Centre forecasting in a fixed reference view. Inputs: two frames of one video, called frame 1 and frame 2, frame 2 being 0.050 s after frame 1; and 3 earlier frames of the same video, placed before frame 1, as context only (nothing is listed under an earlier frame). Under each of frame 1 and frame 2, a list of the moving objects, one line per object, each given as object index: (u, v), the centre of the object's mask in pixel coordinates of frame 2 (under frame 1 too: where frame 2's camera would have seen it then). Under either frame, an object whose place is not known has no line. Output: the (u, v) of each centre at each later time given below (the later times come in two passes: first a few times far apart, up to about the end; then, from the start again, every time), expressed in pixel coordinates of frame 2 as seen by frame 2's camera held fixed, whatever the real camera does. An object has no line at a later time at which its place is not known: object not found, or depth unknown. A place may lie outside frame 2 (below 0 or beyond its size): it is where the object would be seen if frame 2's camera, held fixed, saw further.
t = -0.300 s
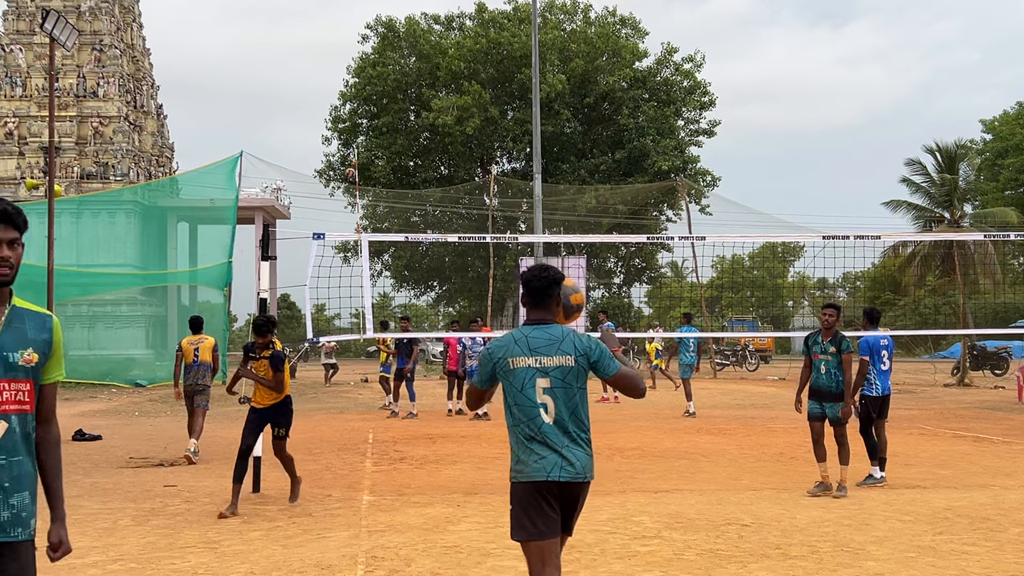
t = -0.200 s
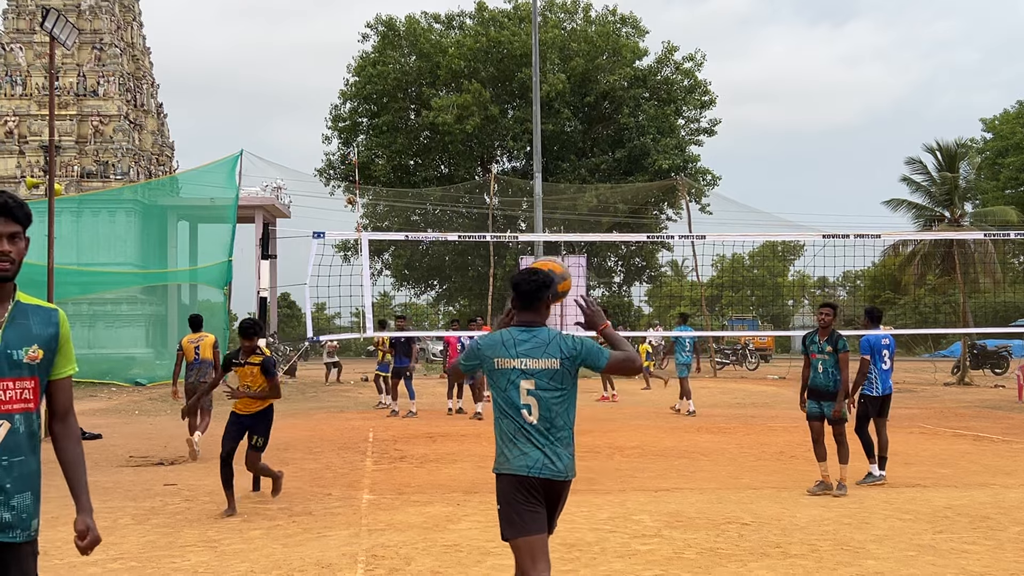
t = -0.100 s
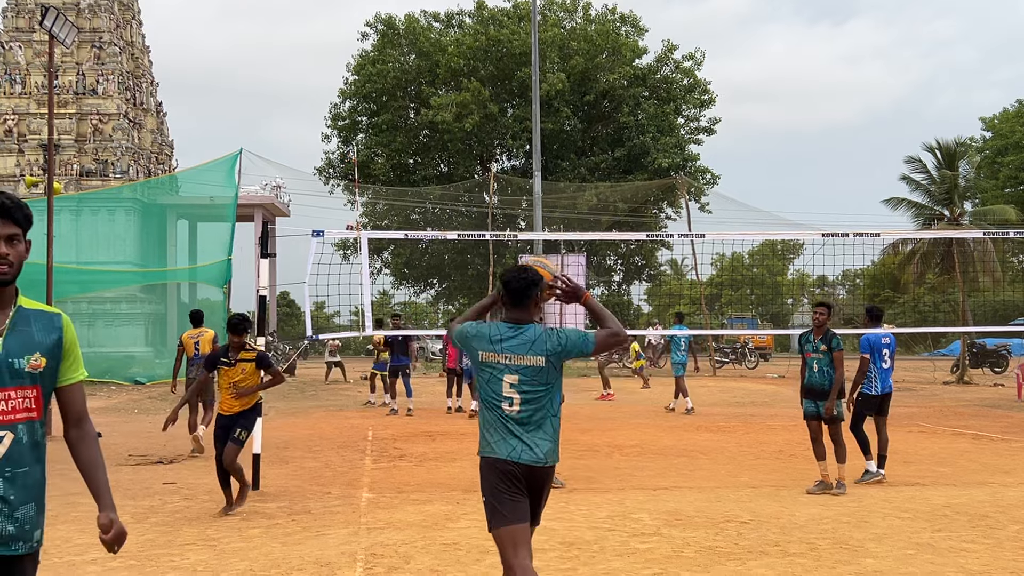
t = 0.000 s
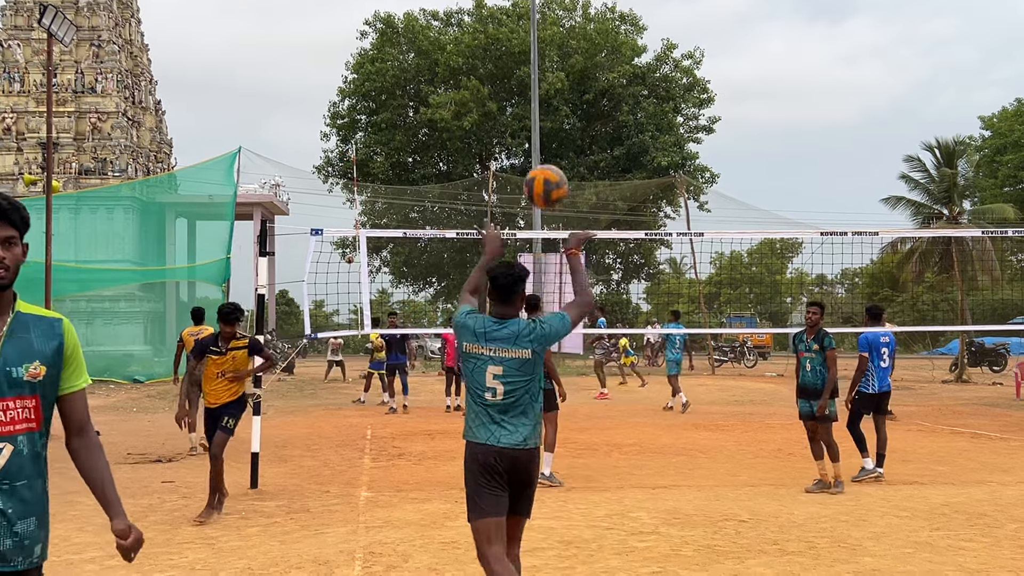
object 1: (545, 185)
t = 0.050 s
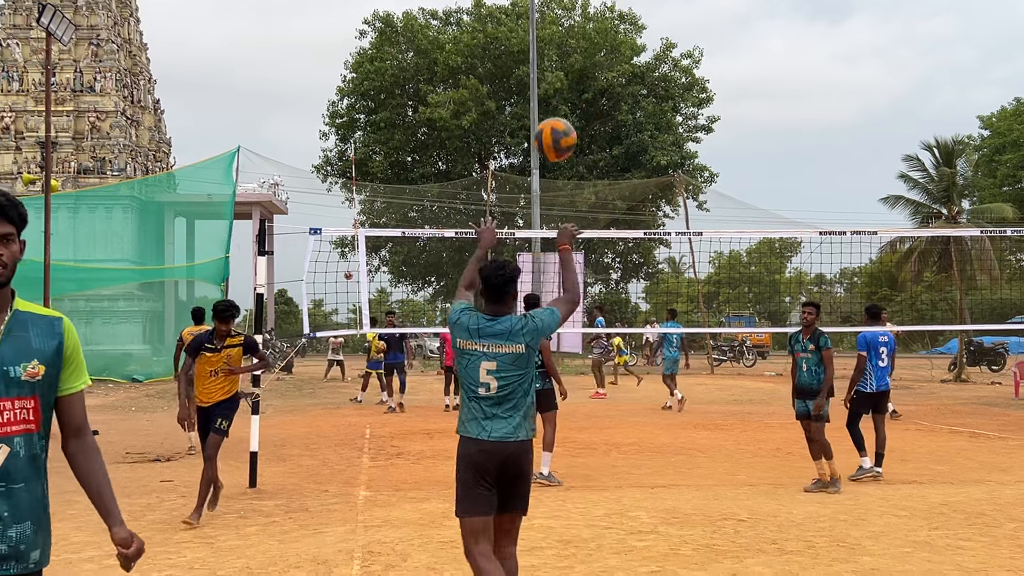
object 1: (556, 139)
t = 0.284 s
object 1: (588, 20)
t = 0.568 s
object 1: (610, 26)
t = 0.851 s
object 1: (623, 126)
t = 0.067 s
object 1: (559, 125)
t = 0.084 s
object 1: (562, 113)
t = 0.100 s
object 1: (564, 100)
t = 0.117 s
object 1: (567, 90)
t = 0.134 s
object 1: (569, 79)
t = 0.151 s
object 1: (572, 70)
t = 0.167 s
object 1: (575, 61)
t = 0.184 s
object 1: (576, 54)
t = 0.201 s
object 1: (579, 46)
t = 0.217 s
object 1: (581, 39)
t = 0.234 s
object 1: (583, 34)
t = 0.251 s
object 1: (585, 29)
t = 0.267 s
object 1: (586, 24)
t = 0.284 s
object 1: (588, 20)
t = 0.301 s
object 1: (589, 17)
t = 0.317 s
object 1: (591, 15)
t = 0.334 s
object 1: (593, 14)
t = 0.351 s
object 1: (595, 13)
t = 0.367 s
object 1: (595, 13)
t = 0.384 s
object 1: (596, 13)
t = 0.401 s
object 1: (597, 13)
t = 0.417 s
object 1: (599, 12)
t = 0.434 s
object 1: (600, 12)
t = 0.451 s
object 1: (601, 13)
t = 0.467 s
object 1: (603, 14)
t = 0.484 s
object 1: (604, 14)
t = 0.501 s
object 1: (605, 15)
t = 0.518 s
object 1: (607, 16)
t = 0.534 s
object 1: (607, 18)
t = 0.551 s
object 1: (609, 21)
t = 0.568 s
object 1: (610, 26)
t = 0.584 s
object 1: (611, 29)
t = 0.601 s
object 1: (611, 33)
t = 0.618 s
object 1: (612, 37)
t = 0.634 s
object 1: (612, 43)
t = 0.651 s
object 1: (613, 47)
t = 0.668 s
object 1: (614, 52)
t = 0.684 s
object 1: (615, 58)
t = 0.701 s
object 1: (616, 64)
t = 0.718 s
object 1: (617, 70)
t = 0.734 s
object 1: (618, 75)
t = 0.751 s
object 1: (618, 82)
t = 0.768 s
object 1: (619, 89)
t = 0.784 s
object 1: (620, 96)
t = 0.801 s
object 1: (620, 103)
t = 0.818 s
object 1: (622, 111)
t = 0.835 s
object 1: (623, 119)
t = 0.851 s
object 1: (623, 126)
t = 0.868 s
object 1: (624, 134)
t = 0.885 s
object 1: (625, 142)
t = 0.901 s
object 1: (625, 151)
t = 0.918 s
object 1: (626, 160)
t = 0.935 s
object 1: (627, 168)
